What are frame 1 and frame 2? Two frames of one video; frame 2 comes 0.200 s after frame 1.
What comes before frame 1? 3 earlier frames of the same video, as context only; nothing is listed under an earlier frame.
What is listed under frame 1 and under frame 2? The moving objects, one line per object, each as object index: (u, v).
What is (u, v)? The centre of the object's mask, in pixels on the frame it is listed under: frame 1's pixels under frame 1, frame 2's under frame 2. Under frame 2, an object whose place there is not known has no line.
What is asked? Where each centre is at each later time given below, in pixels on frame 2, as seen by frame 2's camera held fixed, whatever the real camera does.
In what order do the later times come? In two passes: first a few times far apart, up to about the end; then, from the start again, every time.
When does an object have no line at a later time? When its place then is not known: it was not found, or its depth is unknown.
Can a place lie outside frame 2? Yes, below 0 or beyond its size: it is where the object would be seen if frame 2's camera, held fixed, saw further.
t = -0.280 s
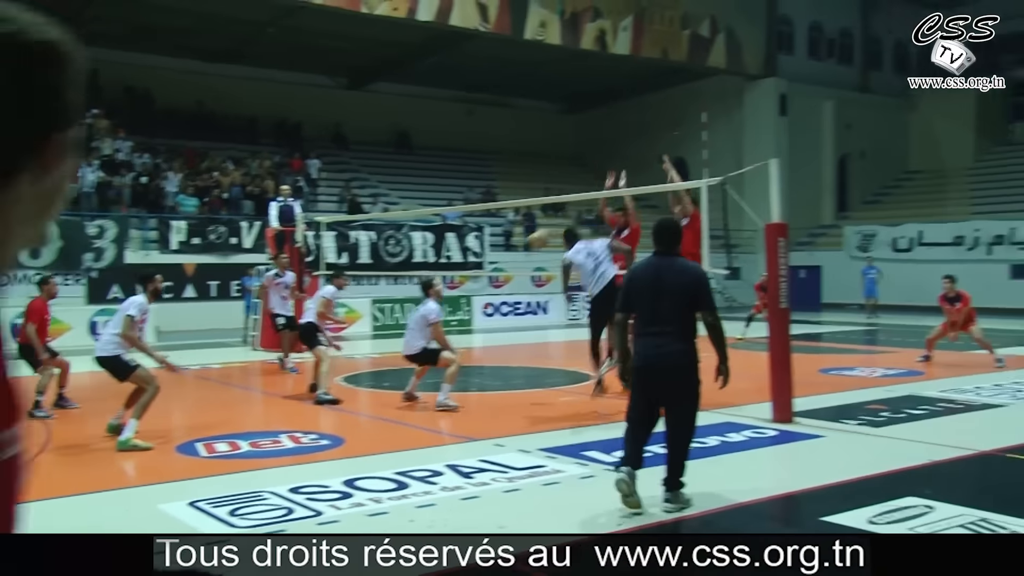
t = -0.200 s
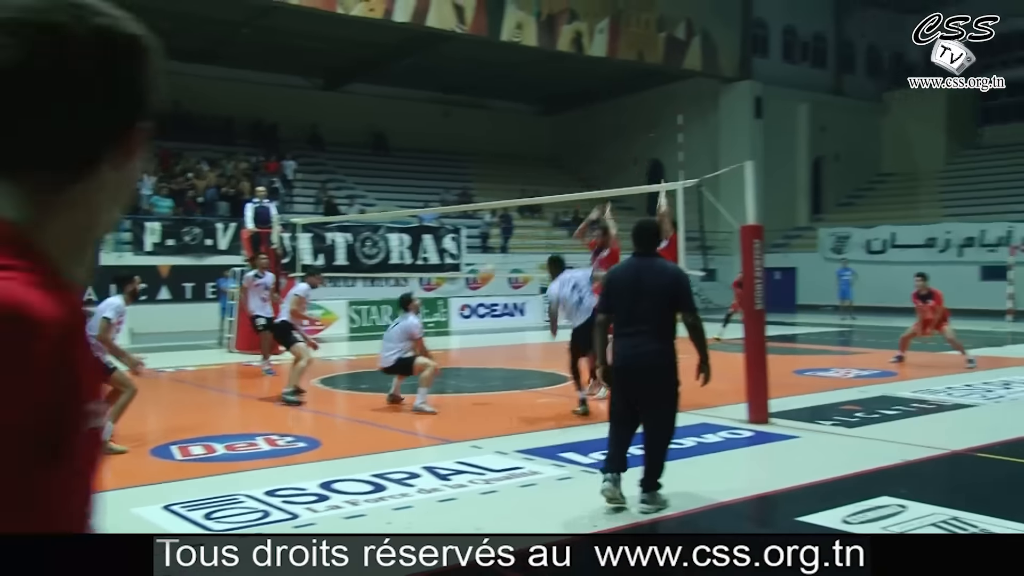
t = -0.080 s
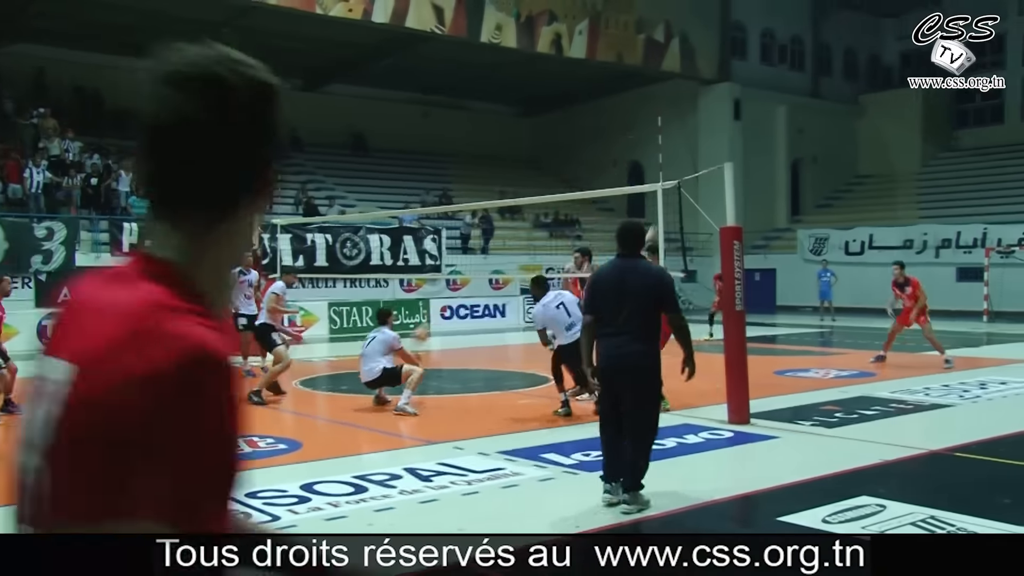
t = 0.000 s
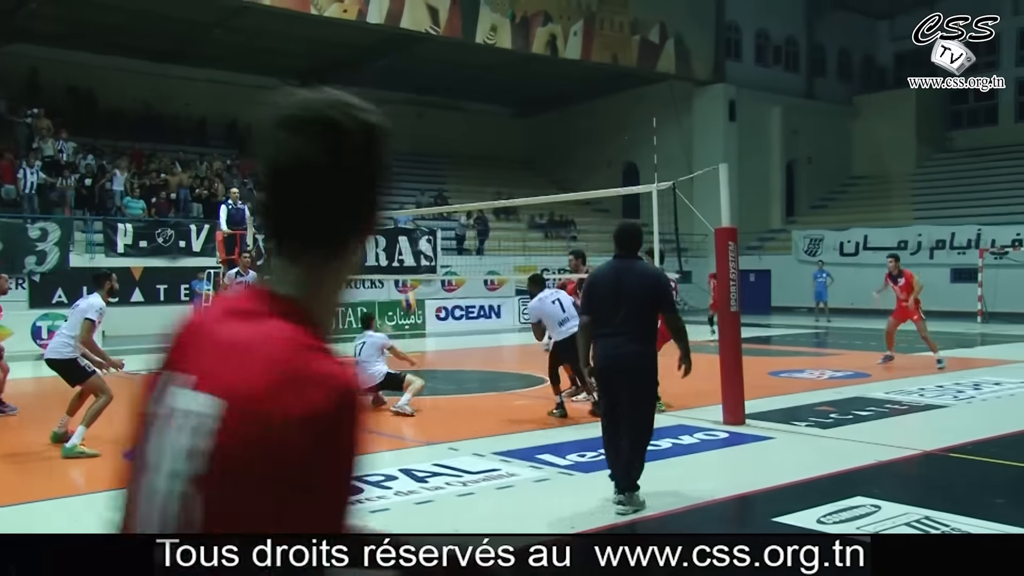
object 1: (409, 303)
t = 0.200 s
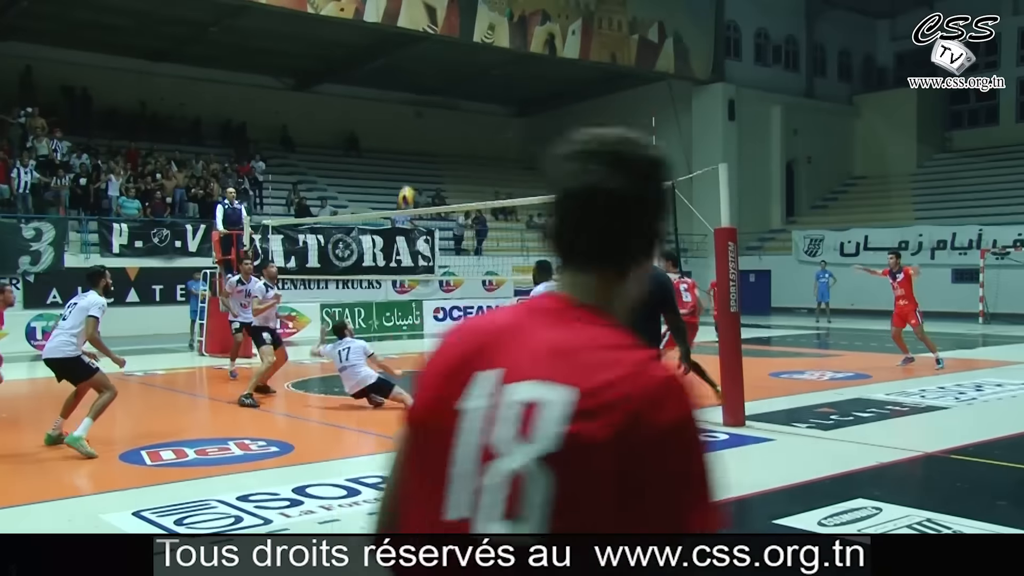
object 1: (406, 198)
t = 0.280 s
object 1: (407, 165)
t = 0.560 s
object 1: (408, 91)
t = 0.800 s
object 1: (411, 77)
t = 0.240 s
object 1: (406, 183)
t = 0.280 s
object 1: (407, 165)
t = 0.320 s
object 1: (407, 150)
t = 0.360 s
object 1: (407, 138)
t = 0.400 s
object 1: (407, 130)
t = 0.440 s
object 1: (408, 116)
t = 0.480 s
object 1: (408, 105)
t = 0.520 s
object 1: (408, 97)
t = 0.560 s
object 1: (408, 91)
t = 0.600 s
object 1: (409, 85)
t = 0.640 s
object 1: (409, 81)
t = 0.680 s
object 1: (410, 78)
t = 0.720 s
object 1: (410, 77)
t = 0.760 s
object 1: (411, 76)
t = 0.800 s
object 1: (411, 77)
